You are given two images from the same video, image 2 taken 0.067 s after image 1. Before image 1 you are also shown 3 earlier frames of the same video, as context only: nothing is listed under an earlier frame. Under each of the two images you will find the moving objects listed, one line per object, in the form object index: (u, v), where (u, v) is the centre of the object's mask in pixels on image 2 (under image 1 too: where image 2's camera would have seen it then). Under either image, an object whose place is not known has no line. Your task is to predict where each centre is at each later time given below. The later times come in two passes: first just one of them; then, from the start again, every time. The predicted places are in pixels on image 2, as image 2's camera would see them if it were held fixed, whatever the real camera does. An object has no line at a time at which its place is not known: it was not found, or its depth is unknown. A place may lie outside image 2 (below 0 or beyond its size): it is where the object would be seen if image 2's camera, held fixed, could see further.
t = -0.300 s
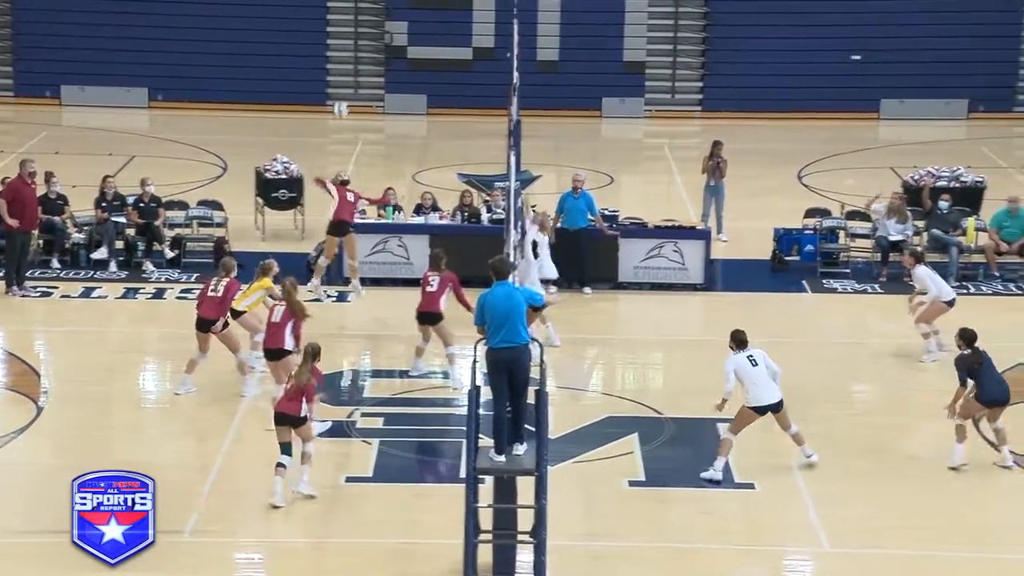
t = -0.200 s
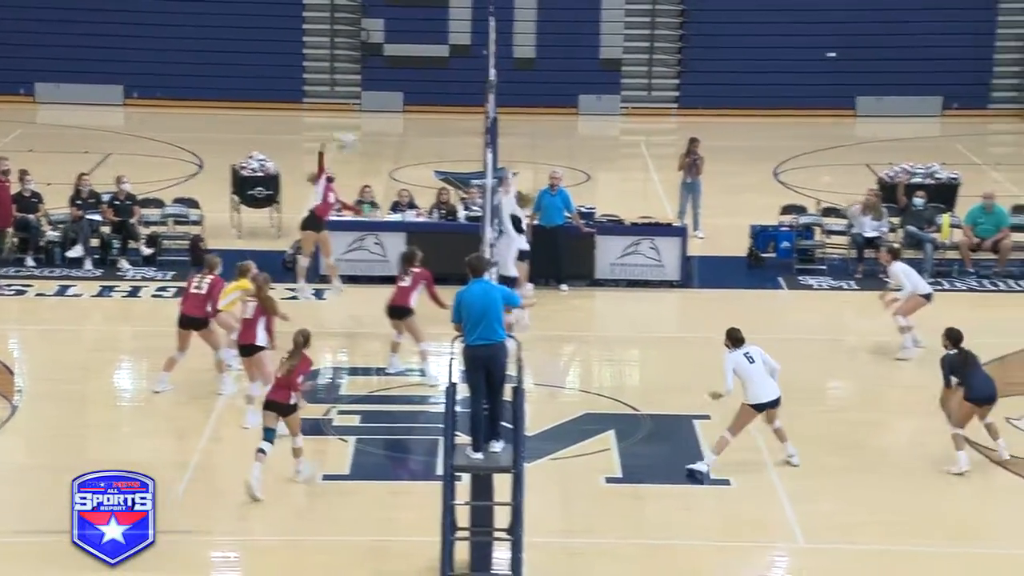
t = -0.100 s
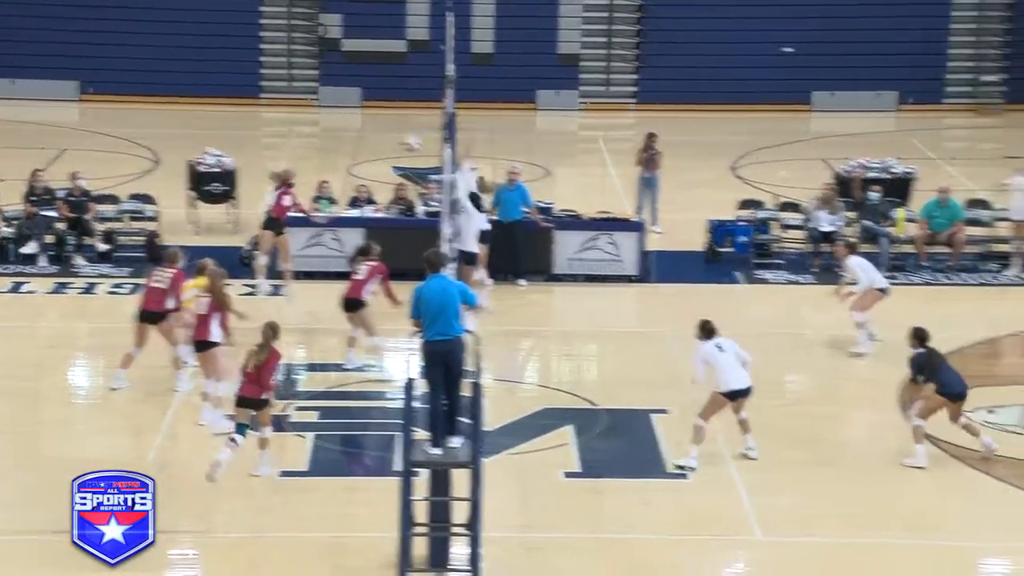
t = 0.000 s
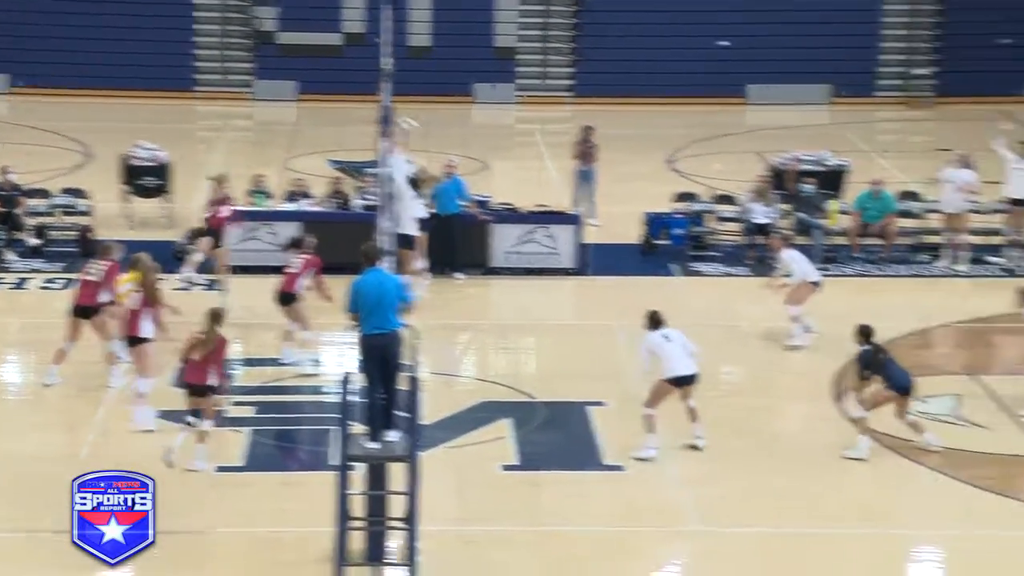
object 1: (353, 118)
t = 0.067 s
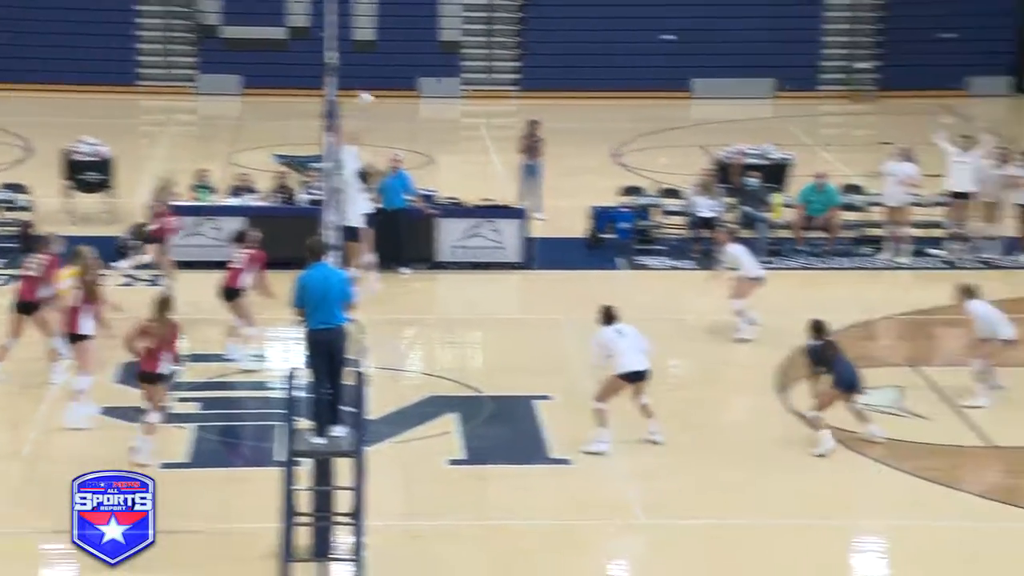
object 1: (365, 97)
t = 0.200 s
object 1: (383, 69)
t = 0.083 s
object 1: (366, 93)
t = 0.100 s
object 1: (367, 89)
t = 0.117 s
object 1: (371, 85)
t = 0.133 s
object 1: (373, 82)
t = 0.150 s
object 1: (376, 79)
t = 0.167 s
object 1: (378, 76)
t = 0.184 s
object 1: (381, 72)
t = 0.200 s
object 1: (383, 69)
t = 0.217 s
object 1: (386, 66)
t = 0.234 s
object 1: (390, 64)
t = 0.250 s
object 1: (394, 57)
